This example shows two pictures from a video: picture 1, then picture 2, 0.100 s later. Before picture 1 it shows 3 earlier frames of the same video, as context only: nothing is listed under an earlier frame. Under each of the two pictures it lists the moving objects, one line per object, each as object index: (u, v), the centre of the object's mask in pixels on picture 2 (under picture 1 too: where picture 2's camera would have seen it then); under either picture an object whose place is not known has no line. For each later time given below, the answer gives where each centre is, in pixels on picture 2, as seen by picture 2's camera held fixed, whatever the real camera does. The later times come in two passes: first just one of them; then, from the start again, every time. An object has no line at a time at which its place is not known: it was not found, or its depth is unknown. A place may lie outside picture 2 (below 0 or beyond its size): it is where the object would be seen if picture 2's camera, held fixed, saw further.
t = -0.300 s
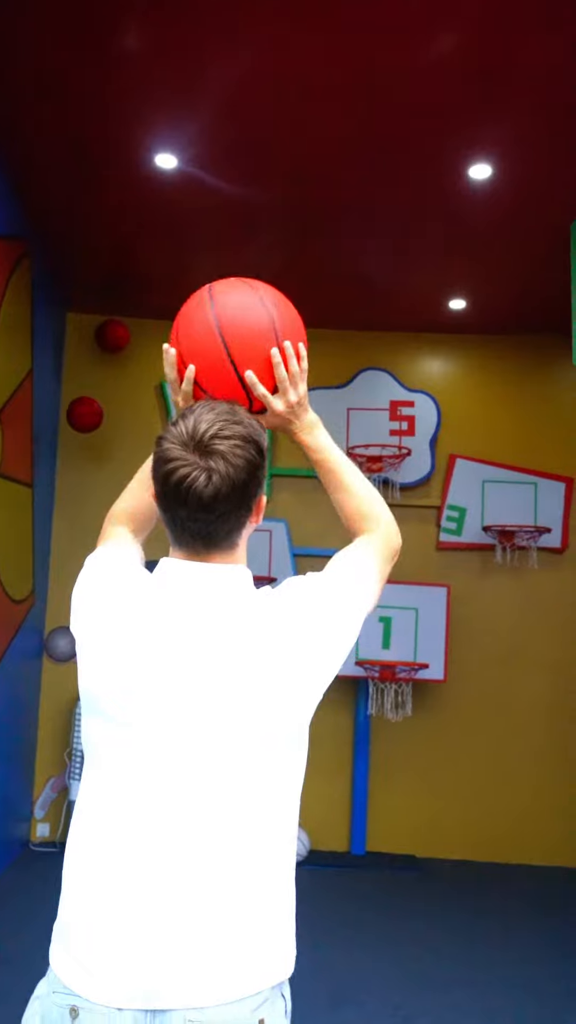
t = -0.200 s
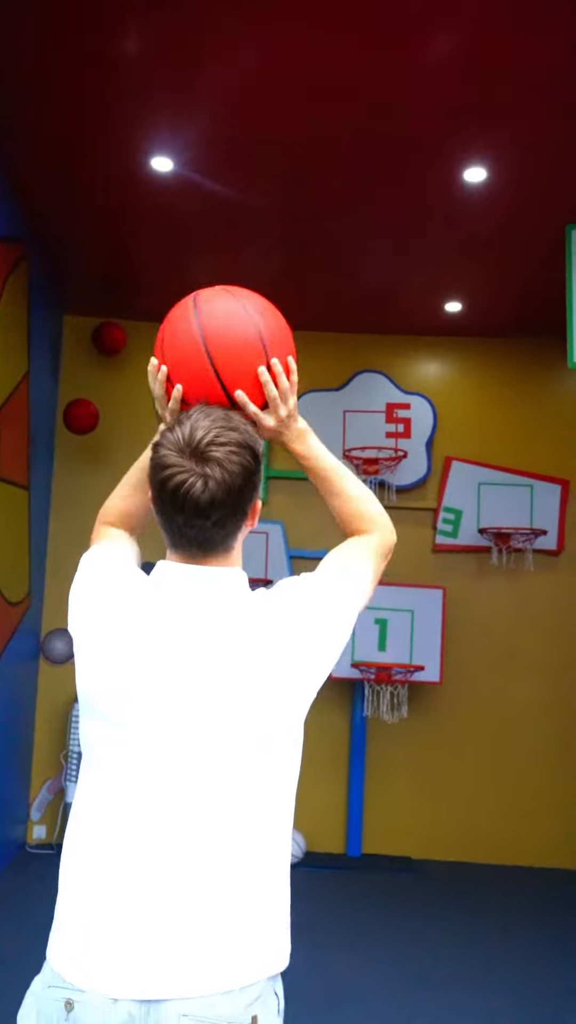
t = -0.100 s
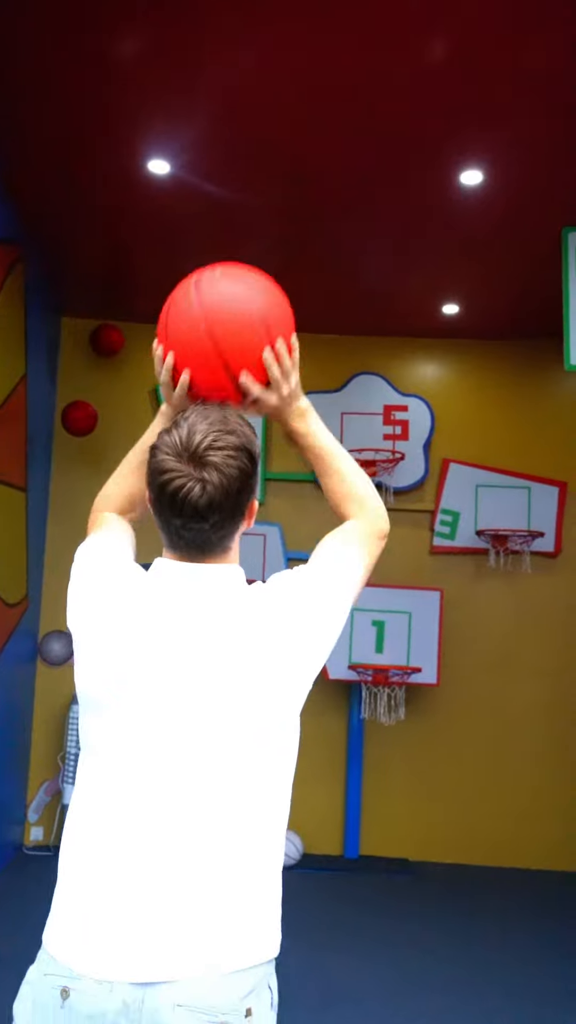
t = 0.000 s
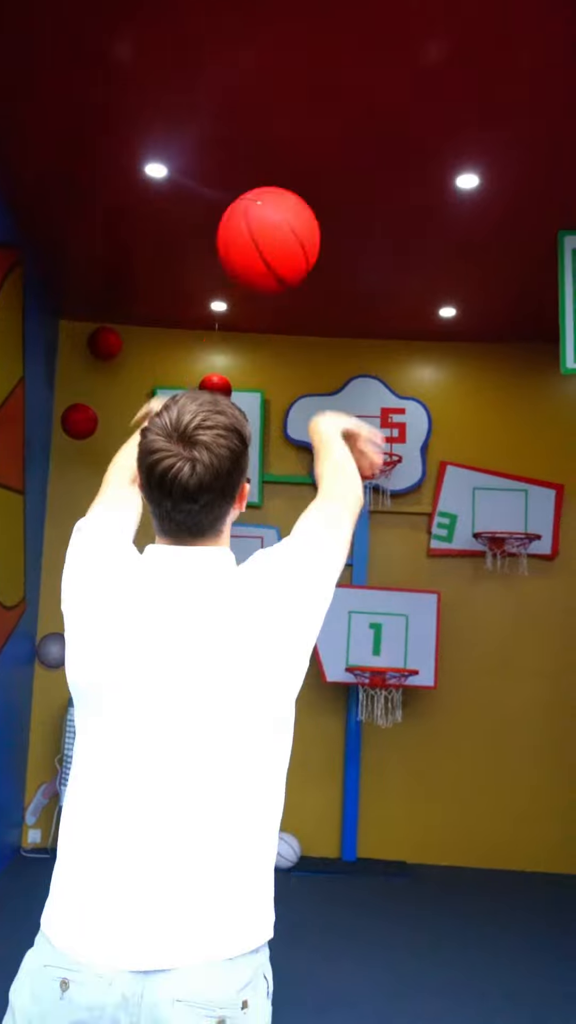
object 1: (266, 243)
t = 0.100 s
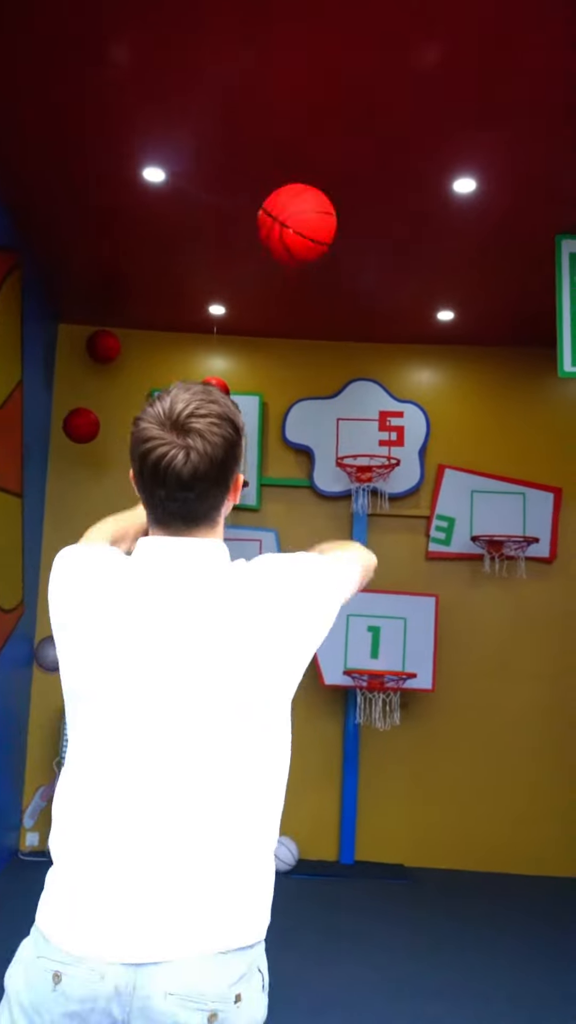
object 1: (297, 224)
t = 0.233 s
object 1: (321, 242)
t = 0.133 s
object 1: (302, 224)
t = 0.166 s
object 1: (310, 229)
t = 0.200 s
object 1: (317, 236)
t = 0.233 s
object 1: (321, 242)
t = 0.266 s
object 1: (327, 253)
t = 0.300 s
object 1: (332, 267)
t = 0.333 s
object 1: (335, 275)
